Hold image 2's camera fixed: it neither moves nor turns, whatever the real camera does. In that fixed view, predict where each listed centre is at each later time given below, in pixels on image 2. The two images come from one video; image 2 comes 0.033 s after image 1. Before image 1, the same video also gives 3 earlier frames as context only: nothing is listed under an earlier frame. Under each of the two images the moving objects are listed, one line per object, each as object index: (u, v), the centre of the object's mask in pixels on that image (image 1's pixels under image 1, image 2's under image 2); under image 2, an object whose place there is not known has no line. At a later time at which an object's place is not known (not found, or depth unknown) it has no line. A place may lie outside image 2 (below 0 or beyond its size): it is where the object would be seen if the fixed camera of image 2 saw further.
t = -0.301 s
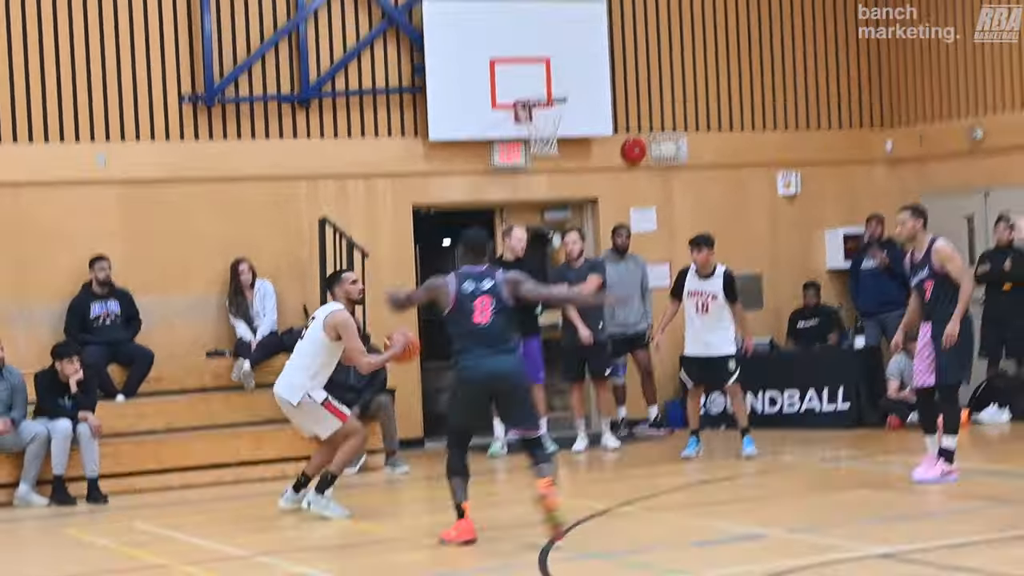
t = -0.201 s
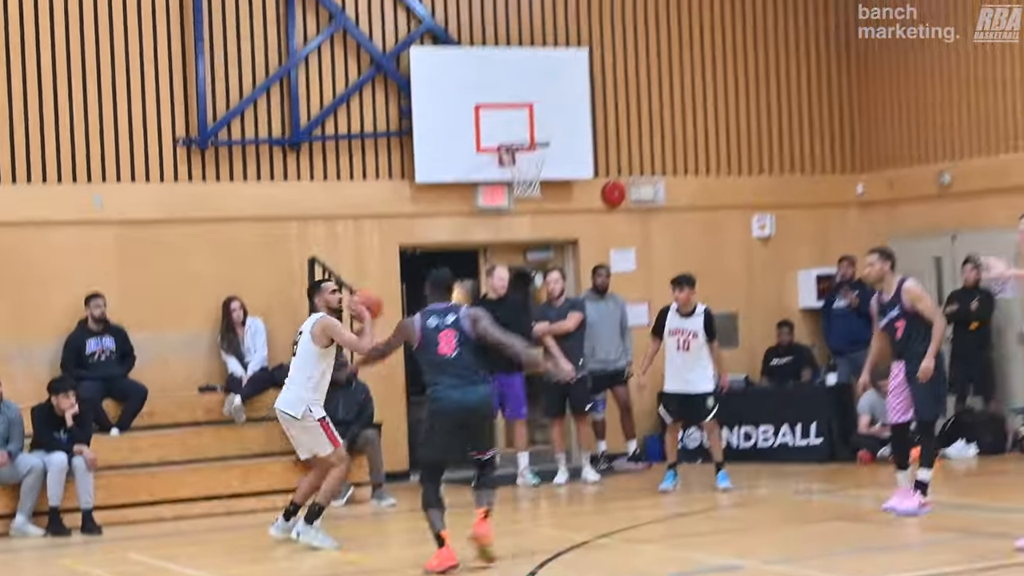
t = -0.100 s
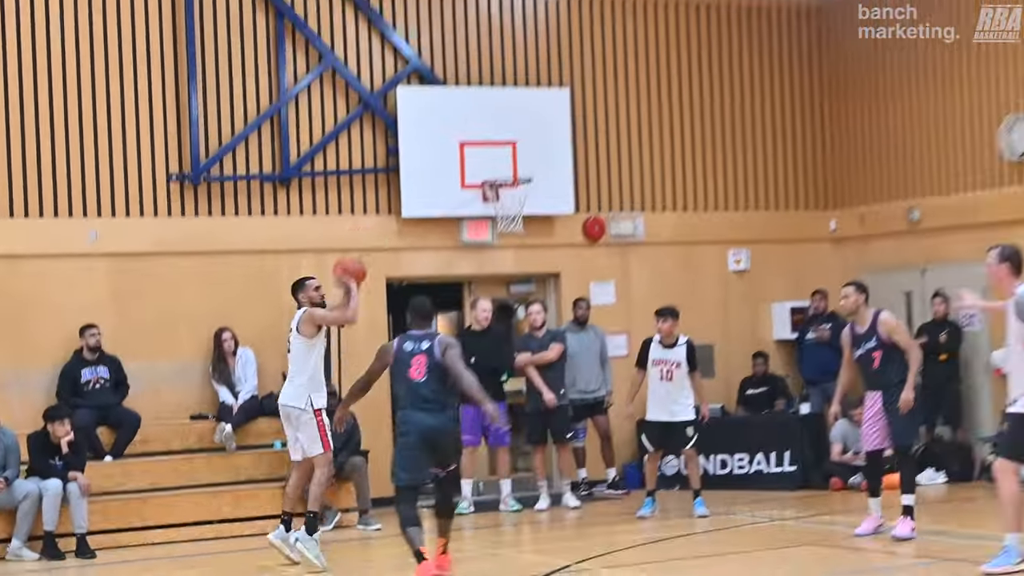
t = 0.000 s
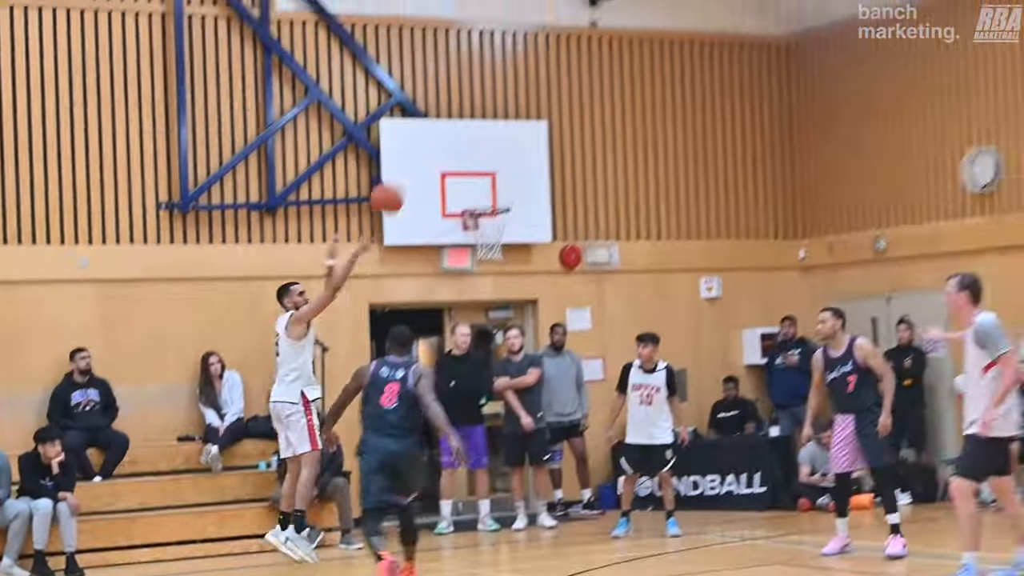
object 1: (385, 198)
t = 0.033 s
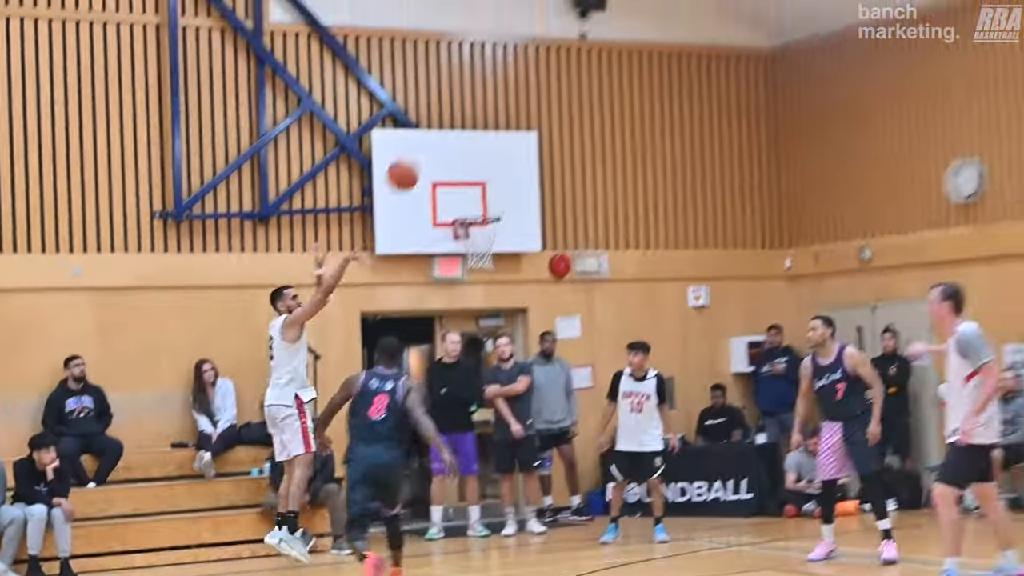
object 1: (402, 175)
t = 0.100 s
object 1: (449, 113)
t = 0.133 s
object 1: (473, 83)
